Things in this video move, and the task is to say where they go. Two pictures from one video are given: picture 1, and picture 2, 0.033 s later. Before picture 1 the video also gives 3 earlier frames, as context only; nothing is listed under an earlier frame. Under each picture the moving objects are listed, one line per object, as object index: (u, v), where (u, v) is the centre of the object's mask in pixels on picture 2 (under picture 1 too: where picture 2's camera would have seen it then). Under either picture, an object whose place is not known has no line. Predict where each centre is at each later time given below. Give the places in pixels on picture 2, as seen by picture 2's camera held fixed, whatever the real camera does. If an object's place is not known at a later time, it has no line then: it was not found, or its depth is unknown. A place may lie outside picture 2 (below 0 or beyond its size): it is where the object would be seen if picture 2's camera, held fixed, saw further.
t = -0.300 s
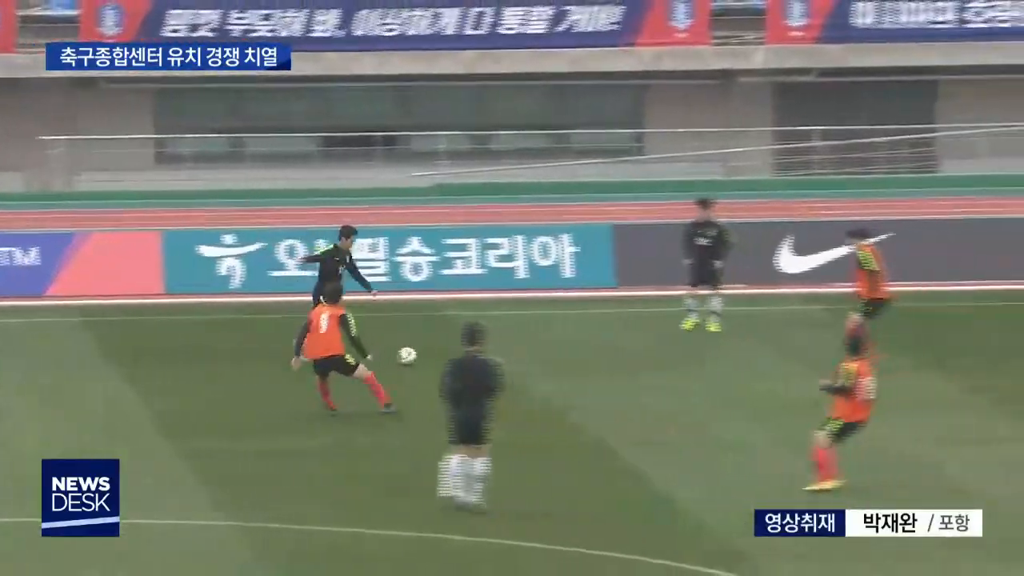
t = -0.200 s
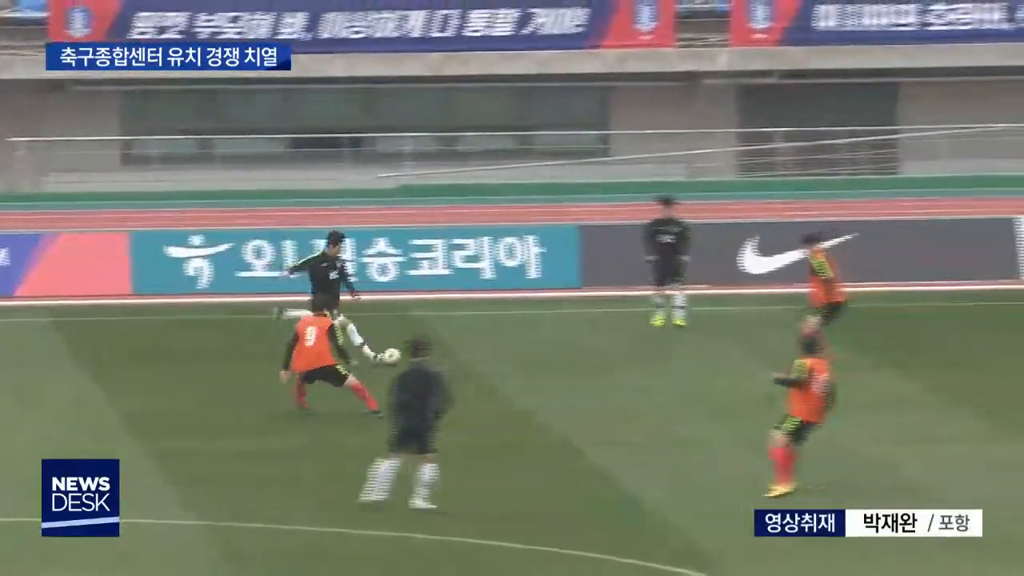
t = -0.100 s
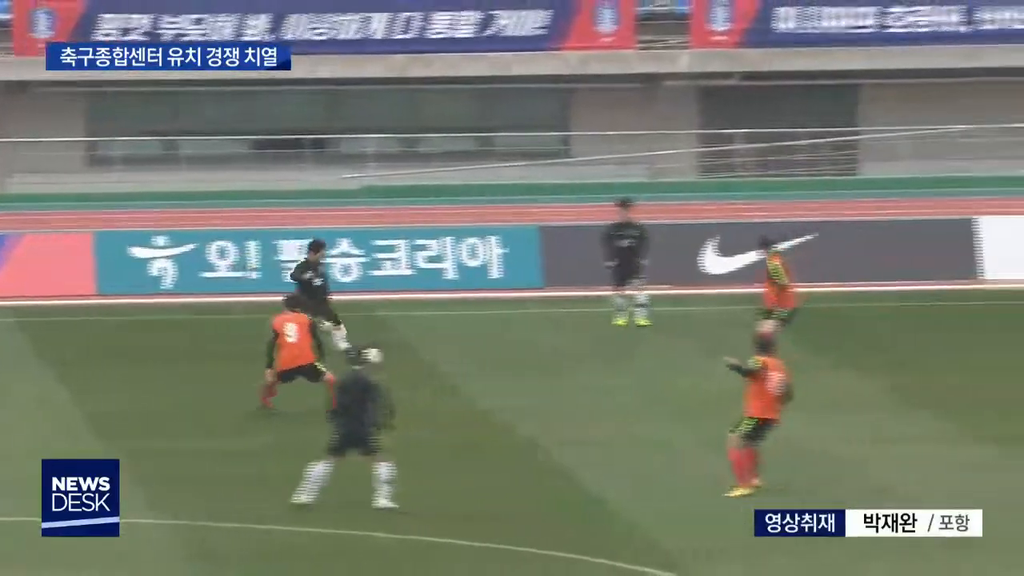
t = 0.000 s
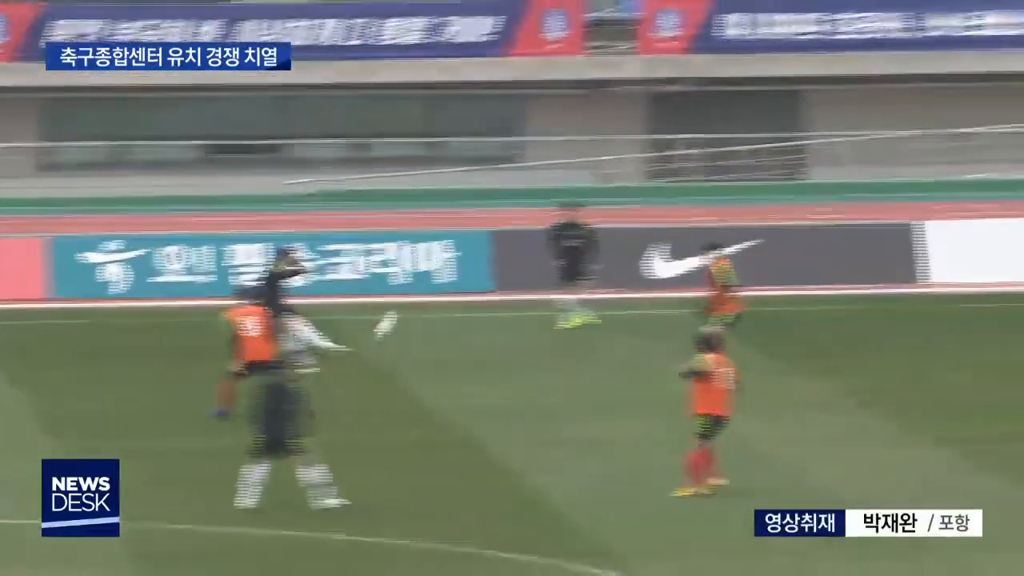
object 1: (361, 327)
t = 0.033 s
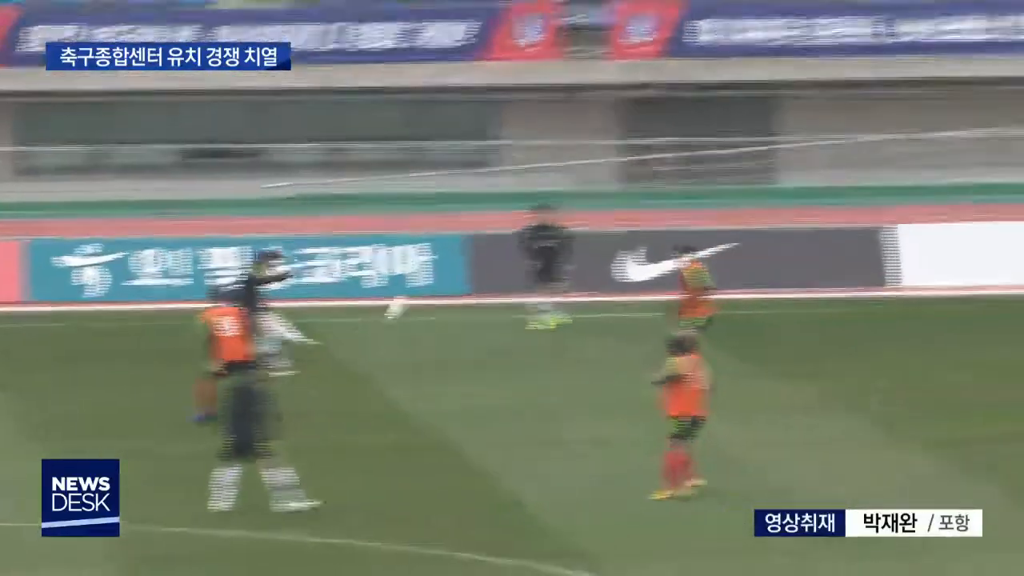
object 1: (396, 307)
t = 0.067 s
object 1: (430, 285)
